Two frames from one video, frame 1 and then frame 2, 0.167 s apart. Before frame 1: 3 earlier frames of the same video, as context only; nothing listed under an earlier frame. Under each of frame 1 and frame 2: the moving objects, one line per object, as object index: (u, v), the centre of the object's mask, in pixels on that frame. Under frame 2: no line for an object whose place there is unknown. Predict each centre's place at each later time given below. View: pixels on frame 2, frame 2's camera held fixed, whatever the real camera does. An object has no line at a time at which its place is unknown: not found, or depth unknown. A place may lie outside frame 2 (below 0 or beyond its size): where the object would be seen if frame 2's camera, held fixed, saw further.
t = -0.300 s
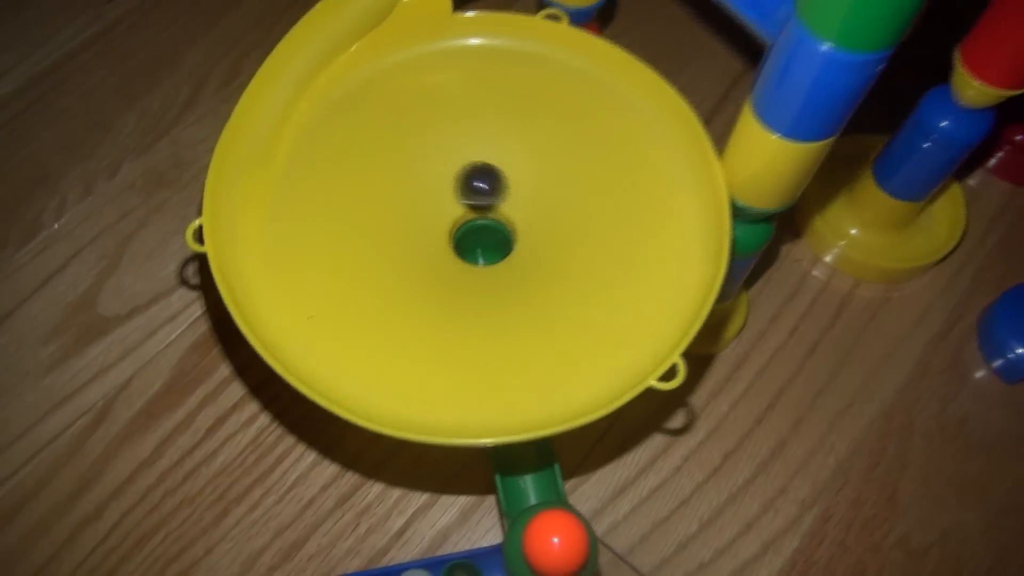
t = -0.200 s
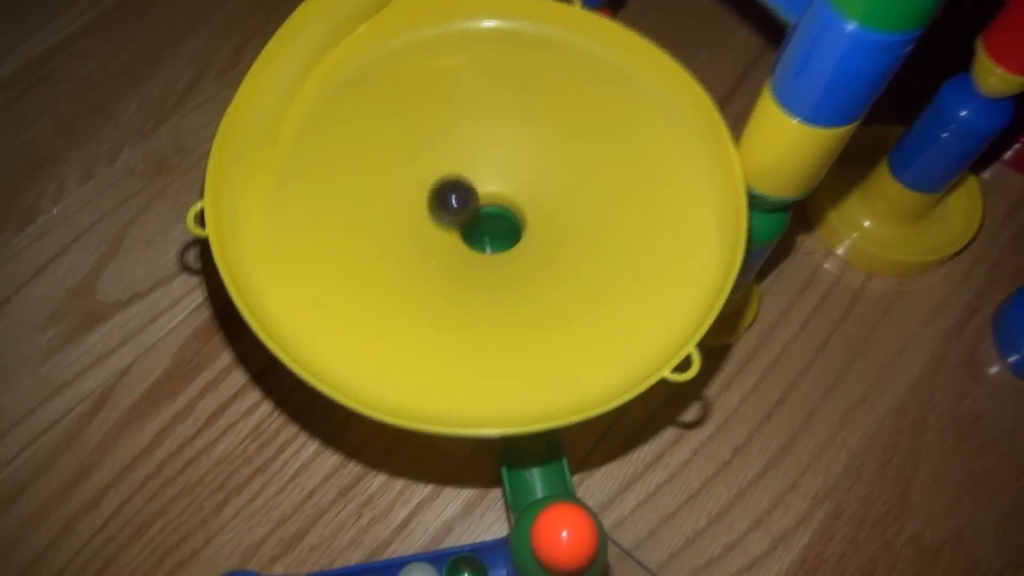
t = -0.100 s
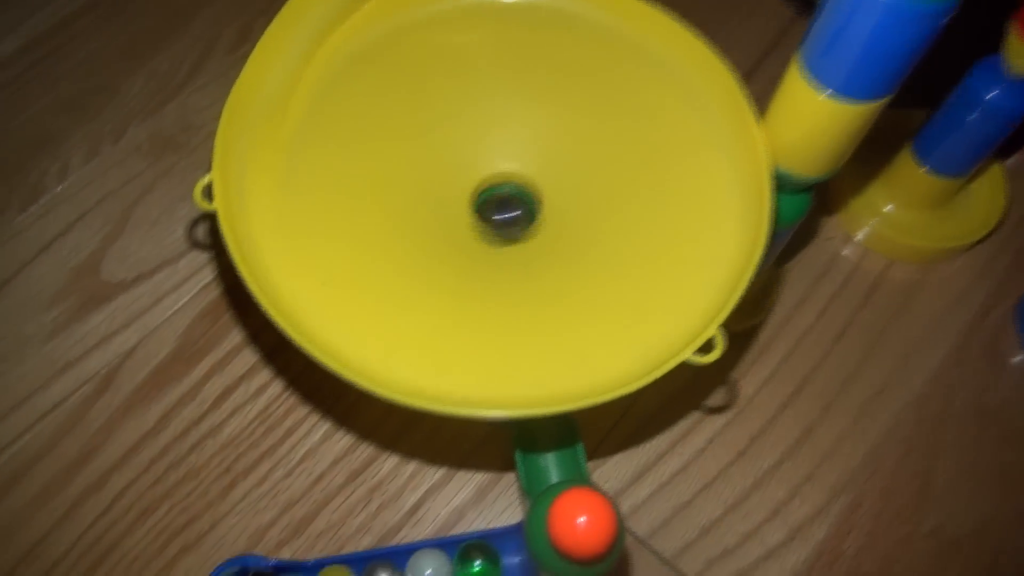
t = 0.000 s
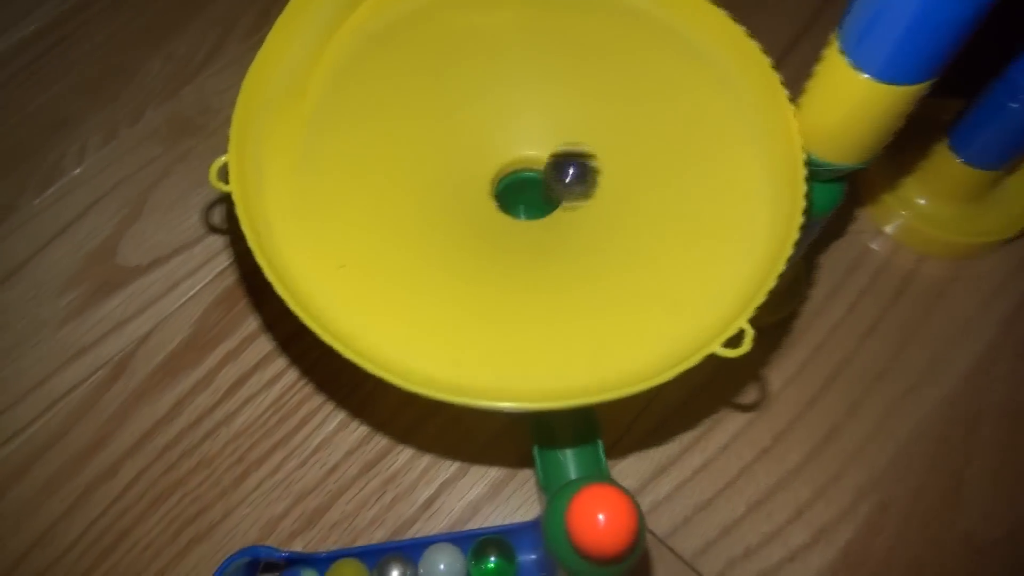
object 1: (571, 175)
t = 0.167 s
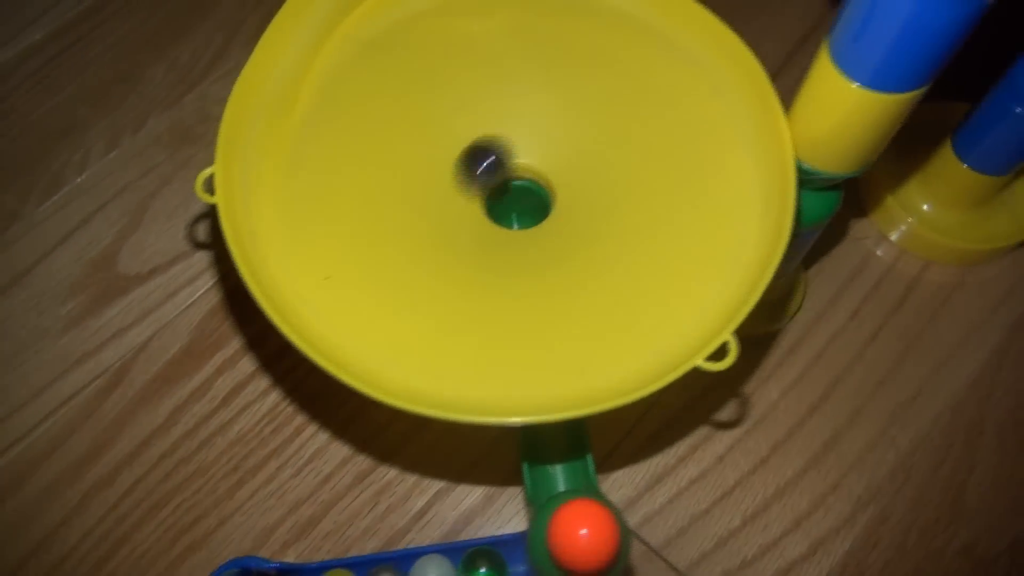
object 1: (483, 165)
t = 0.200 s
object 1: (477, 181)
